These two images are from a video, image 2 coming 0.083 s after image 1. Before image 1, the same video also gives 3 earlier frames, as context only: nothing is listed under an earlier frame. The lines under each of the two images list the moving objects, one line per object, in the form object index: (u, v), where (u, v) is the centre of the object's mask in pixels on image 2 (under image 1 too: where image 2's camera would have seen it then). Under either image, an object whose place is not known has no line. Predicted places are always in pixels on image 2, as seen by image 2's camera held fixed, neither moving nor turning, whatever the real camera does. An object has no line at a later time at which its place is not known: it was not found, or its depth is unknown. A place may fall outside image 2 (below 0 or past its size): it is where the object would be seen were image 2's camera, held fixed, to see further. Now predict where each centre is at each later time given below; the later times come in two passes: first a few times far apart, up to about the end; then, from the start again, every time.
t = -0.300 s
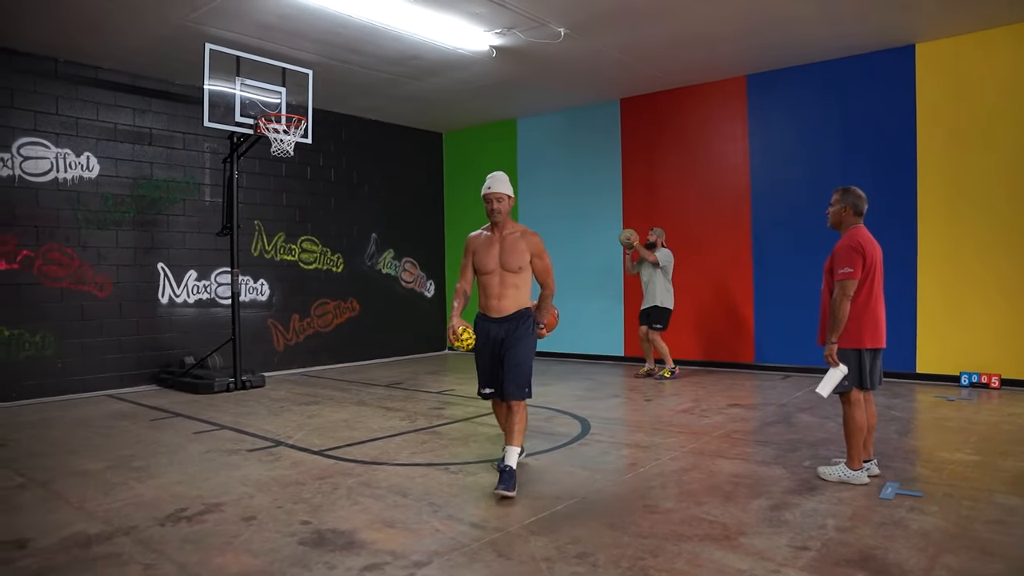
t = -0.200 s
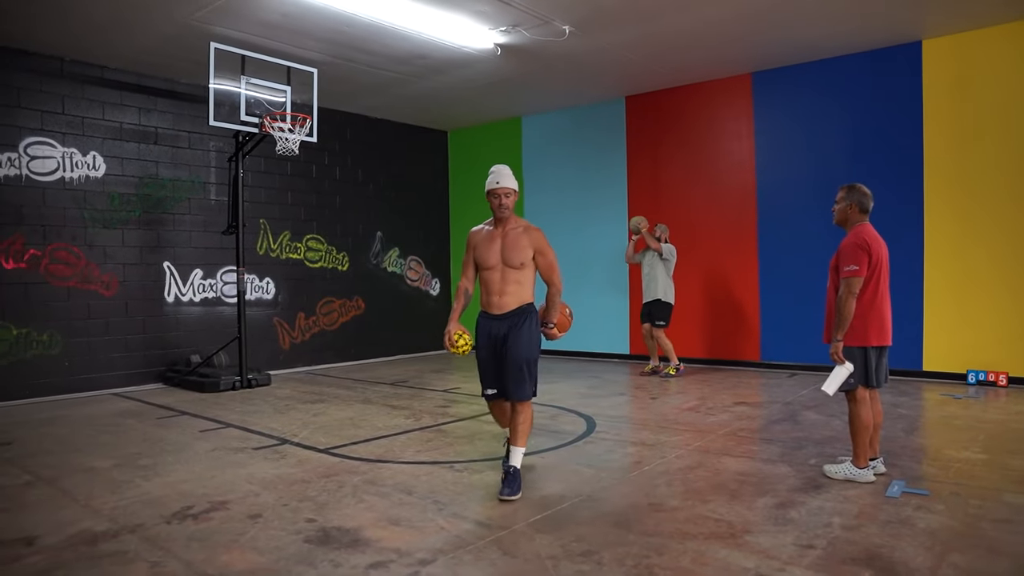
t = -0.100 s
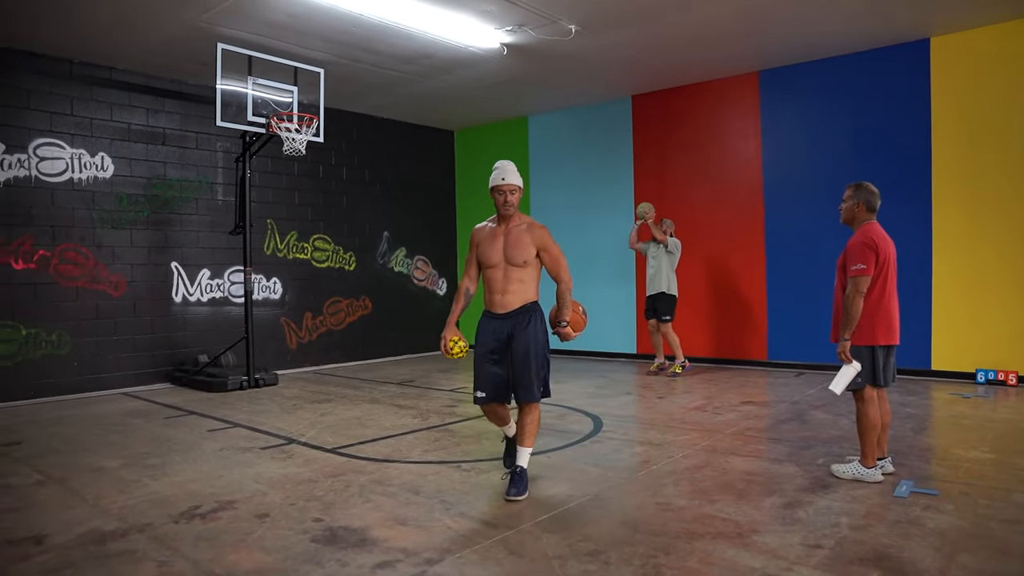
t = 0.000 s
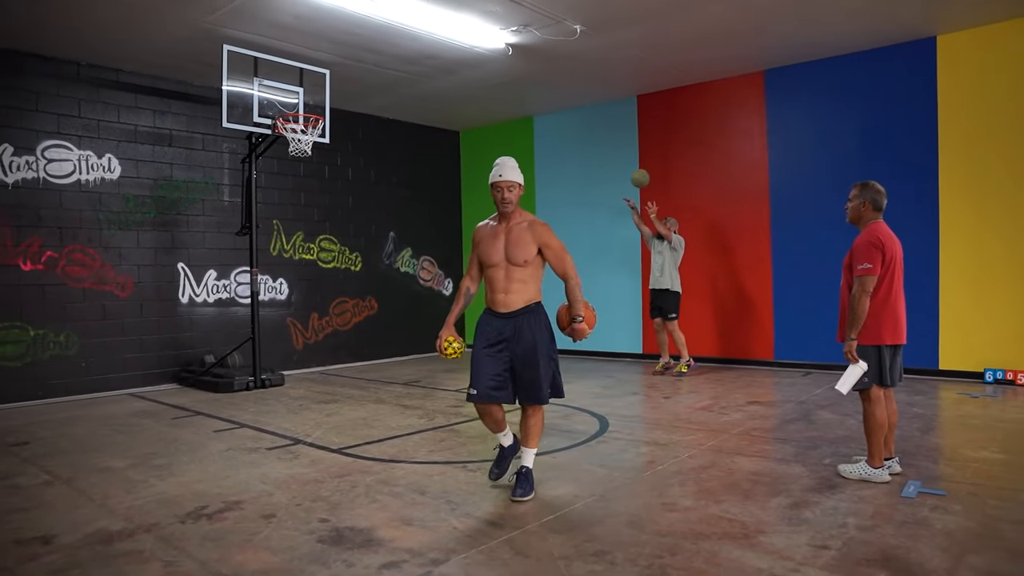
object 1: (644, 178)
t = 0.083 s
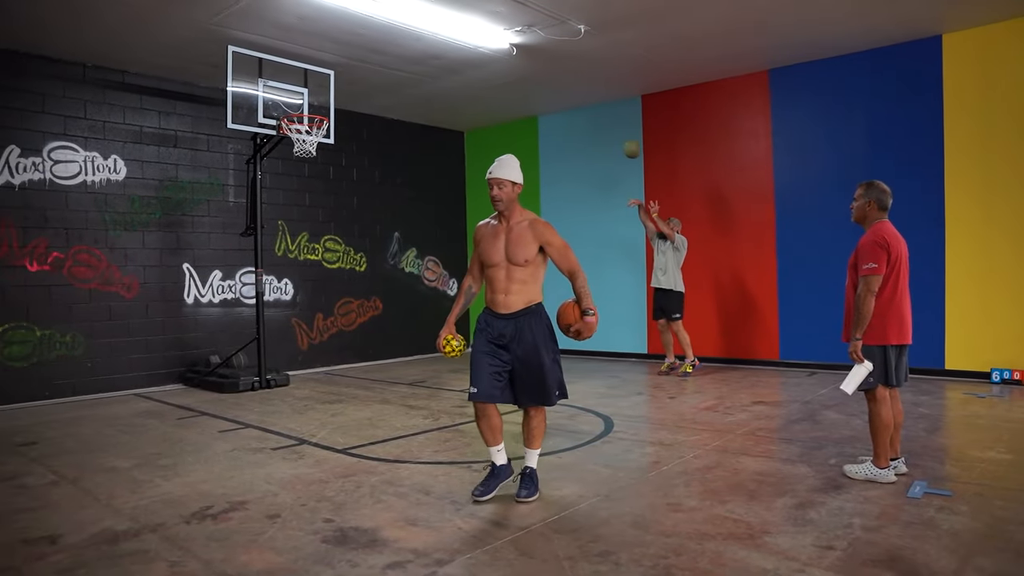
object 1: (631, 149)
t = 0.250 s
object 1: (608, 109)
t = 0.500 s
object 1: (572, 89)
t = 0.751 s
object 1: (541, 124)
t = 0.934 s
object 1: (517, 186)
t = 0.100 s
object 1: (629, 144)
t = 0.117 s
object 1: (627, 139)
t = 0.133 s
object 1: (624, 135)
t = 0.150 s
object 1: (622, 130)
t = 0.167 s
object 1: (619, 126)
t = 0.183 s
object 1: (617, 122)
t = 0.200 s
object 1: (615, 118)
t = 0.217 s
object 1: (612, 115)
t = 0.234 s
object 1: (610, 112)
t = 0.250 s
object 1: (608, 109)
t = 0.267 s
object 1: (605, 104)
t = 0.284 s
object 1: (603, 102)
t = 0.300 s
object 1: (600, 100)
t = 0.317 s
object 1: (597, 99)
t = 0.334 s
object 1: (595, 97)
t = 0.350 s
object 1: (595, 95)
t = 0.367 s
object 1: (593, 94)
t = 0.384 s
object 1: (592, 93)
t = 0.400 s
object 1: (590, 93)
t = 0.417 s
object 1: (584, 91)
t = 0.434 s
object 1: (582, 89)
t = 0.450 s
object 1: (579, 89)
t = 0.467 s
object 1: (577, 88)
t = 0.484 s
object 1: (575, 88)
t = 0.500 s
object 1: (572, 89)
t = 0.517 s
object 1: (570, 90)
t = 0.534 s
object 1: (567, 91)
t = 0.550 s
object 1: (566, 92)
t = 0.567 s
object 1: (564, 93)
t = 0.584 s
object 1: (562, 95)
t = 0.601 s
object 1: (560, 97)
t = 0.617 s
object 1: (557, 99)
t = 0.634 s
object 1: (555, 101)
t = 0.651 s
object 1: (553, 103)
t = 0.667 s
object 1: (551, 106)
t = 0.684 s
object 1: (549, 109)
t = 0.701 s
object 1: (547, 112)
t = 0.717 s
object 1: (544, 116)
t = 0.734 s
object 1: (543, 120)
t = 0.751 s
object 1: (541, 124)
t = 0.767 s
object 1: (538, 128)
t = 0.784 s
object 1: (536, 133)
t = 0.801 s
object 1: (534, 137)
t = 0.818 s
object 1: (532, 143)
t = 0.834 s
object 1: (530, 148)
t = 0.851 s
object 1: (528, 154)
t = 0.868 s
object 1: (526, 159)
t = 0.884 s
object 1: (524, 166)
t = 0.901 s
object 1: (522, 172)
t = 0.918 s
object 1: (520, 179)
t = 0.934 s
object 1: (517, 186)
